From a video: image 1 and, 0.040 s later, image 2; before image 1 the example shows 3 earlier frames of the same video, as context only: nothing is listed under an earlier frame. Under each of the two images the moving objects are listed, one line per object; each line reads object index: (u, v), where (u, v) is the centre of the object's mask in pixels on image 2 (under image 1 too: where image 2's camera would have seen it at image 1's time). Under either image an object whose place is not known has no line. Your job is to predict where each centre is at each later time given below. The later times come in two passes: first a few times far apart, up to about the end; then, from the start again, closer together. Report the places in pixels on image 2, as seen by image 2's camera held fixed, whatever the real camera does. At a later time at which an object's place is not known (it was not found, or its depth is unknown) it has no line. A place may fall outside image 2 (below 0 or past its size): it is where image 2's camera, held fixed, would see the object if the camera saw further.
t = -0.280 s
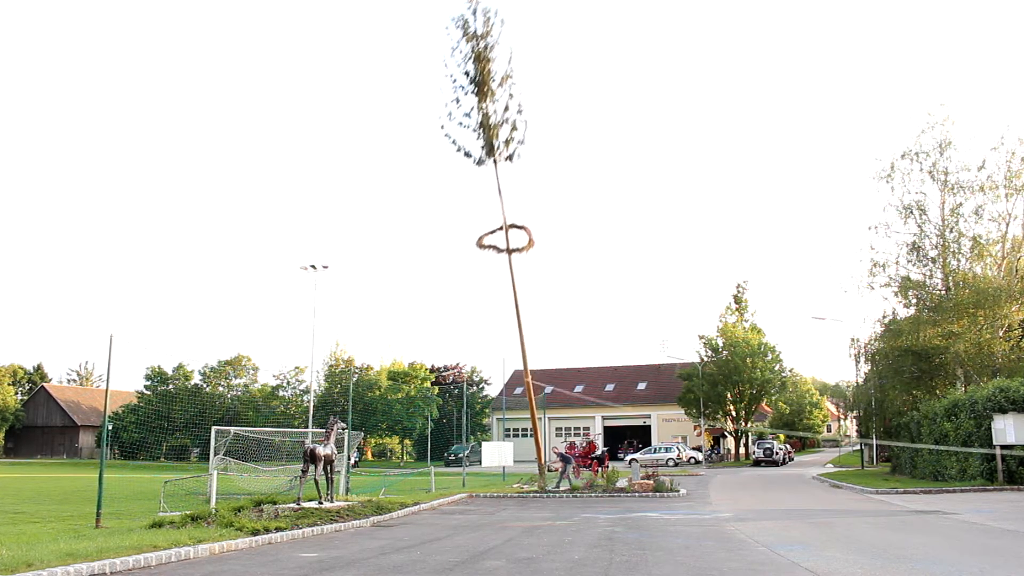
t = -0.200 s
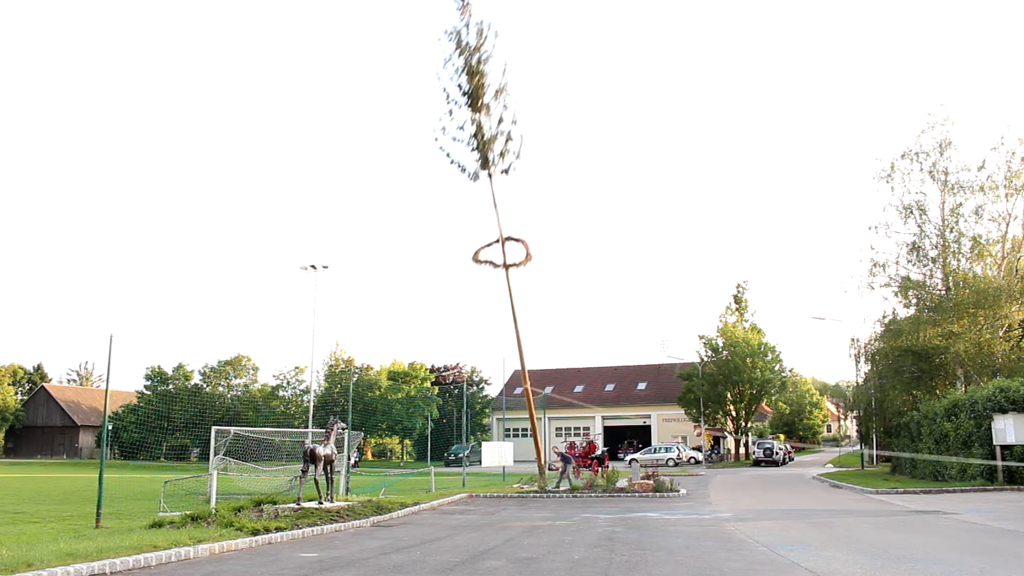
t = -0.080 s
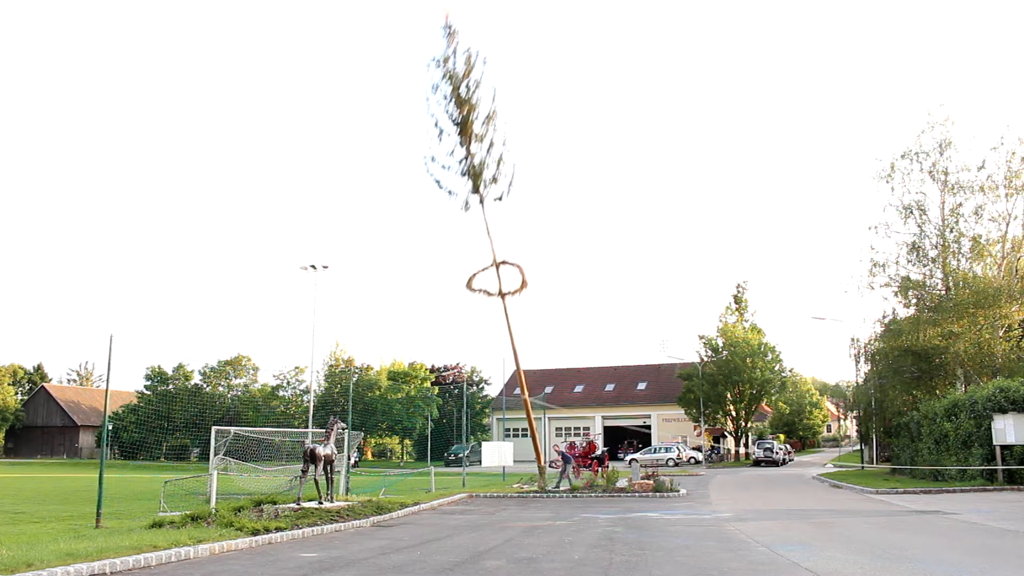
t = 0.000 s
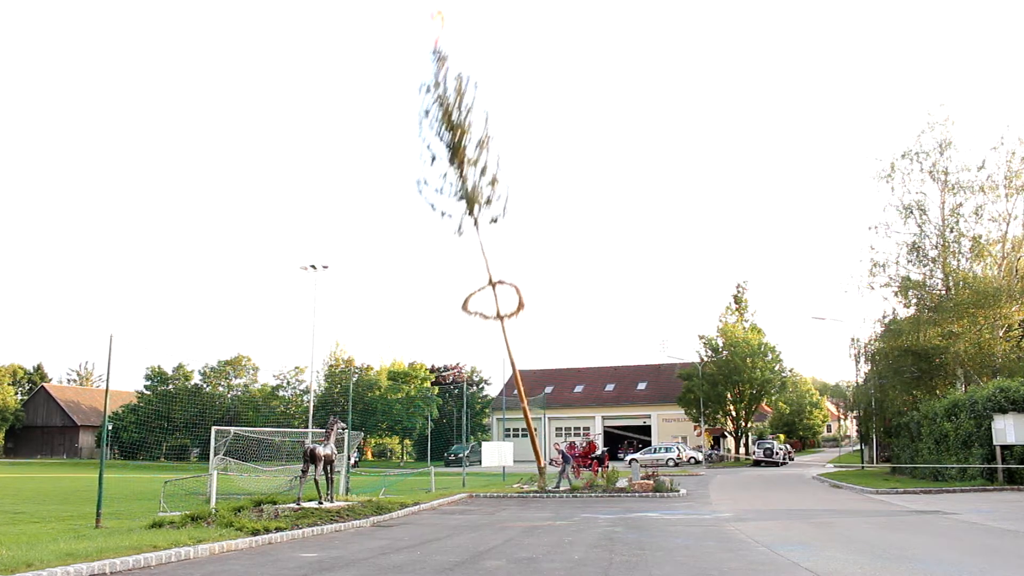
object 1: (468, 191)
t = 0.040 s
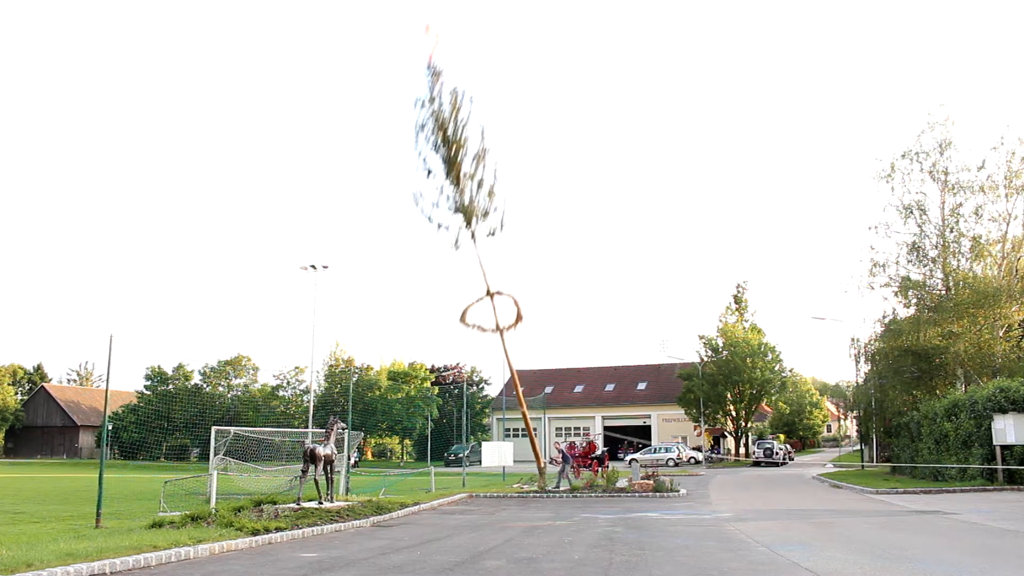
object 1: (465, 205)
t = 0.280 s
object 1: (449, 315)
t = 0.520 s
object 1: (424, 448)
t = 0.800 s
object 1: (422, 516)
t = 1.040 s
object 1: (418, 508)
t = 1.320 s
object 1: (415, 511)
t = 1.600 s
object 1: (414, 518)
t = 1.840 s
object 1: (412, 518)
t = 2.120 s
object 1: (412, 517)
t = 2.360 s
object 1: (412, 517)
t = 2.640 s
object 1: (412, 517)
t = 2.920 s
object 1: (409, 518)
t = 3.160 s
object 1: (411, 518)
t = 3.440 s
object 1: (412, 517)
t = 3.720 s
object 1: (409, 518)
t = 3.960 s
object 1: (408, 518)
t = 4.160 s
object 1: (408, 518)
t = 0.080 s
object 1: (462, 219)
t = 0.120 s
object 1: (459, 235)
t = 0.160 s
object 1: (454, 244)
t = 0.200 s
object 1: (452, 264)
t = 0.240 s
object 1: (452, 295)
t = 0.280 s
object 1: (449, 315)
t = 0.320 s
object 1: (444, 334)
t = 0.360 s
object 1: (437, 349)
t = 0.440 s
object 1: (434, 404)
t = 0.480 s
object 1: (431, 426)
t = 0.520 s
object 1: (424, 448)
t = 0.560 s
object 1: (415, 471)
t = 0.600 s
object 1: (413, 499)
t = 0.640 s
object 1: (413, 513)
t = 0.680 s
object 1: (424, 520)
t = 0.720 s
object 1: (432, 519)
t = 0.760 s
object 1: (425, 517)
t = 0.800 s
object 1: (422, 516)
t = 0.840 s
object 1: (420, 515)
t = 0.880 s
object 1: (419, 513)
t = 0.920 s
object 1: (418, 512)
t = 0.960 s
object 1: (418, 510)
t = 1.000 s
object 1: (413, 508)
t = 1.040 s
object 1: (418, 508)
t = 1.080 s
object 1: (418, 508)
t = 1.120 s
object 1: (416, 508)
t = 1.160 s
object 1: (415, 509)
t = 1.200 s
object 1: (414, 510)
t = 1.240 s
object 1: (415, 510)
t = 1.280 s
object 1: (413, 511)
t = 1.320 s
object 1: (415, 511)
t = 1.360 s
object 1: (415, 512)
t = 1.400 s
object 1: (416, 513)
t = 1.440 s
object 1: (415, 515)
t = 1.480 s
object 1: (415, 516)
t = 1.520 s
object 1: (414, 517)
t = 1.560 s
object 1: (414, 517)
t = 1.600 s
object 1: (414, 518)
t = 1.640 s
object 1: (414, 518)
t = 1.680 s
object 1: (413, 518)
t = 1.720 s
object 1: (413, 518)
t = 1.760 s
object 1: (413, 518)
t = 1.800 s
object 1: (413, 518)
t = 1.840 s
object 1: (412, 518)
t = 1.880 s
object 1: (412, 518)
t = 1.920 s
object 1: (411, 518)
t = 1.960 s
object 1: (411, 518)
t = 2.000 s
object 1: (411, 517)
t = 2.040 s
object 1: (411, 517)
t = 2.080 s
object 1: (411, 517)
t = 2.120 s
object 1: (412, 517)
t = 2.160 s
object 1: (412, 517)
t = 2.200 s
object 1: (412, 517)
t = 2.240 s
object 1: (412, 517)
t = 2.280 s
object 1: (412, 517)
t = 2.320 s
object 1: (412, 517)
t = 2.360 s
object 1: (412, 517)
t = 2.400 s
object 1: (412, 517)
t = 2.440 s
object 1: (412, 517)
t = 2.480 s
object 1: (412, 517)
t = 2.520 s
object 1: (412, 517)
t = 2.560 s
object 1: (412, 517)
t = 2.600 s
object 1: (412, 517)
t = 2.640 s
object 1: (412, 517)
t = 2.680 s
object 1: (412, 517)
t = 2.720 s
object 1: (411, 518)
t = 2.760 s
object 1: (411, 518)
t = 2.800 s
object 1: (411, 518)
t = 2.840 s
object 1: (411, 518)
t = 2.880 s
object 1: (411, 518)
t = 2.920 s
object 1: (409, 518)
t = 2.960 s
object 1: (409, 518)
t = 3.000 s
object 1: (410, 518)
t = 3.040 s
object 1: (410, 518)
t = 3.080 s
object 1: (411, 518)
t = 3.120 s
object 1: (410, 518)
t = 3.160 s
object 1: (411, 518)
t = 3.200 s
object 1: (411, 518)
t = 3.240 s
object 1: (412, 518)
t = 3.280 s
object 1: (412, 518)
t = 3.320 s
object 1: (411, 517)
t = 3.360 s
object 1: (412, 517)
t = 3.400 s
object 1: (412, 517)
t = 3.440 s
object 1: (412, 517)
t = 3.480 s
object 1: (411, 517)
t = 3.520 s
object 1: (410, 518)
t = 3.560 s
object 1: (409, 518)
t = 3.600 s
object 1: (409, 518)
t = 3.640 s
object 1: (409, 518)
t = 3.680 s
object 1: (409, 518)
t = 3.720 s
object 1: (409, 518)
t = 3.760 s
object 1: (409, 518)
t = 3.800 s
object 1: (409, 518)
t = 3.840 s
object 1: (409, 518)
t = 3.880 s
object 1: (408, 518)
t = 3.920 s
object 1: (408, 518)
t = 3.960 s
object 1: (408, 518)
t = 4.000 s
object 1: (408, 518)
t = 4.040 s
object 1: (408, 518)
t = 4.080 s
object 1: (408, 518)
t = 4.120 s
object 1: (408, 518)
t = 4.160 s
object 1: (408, 518)
